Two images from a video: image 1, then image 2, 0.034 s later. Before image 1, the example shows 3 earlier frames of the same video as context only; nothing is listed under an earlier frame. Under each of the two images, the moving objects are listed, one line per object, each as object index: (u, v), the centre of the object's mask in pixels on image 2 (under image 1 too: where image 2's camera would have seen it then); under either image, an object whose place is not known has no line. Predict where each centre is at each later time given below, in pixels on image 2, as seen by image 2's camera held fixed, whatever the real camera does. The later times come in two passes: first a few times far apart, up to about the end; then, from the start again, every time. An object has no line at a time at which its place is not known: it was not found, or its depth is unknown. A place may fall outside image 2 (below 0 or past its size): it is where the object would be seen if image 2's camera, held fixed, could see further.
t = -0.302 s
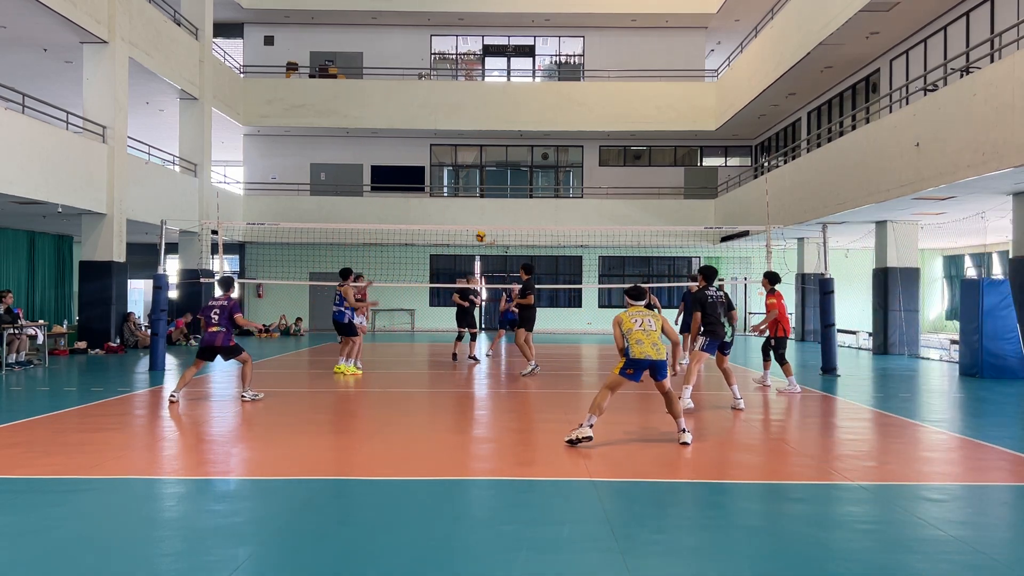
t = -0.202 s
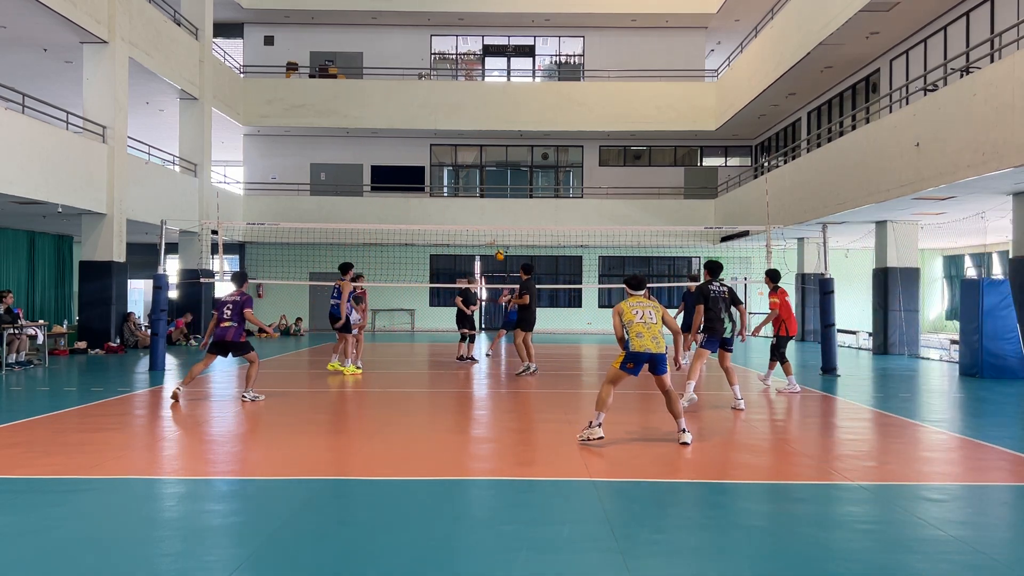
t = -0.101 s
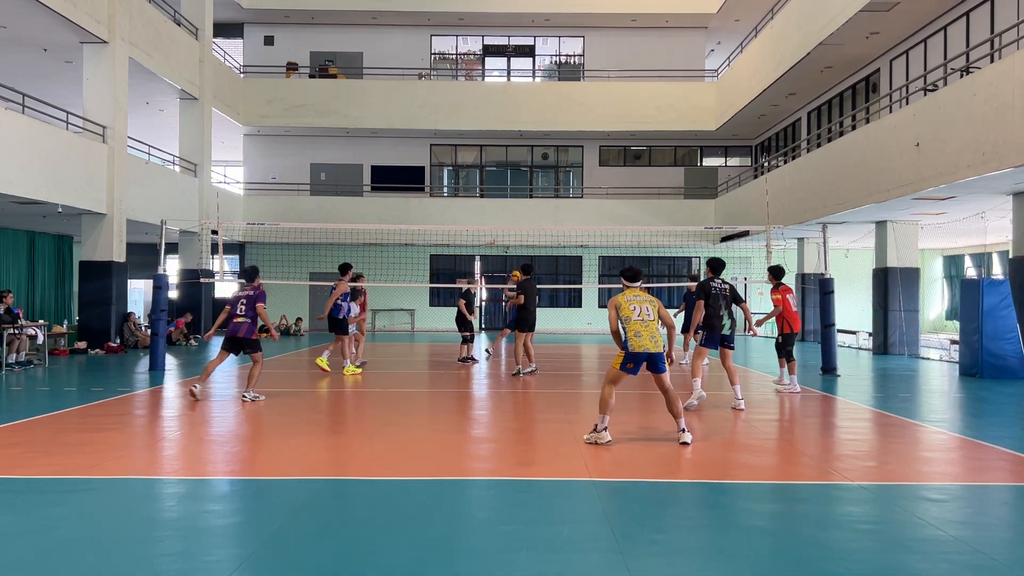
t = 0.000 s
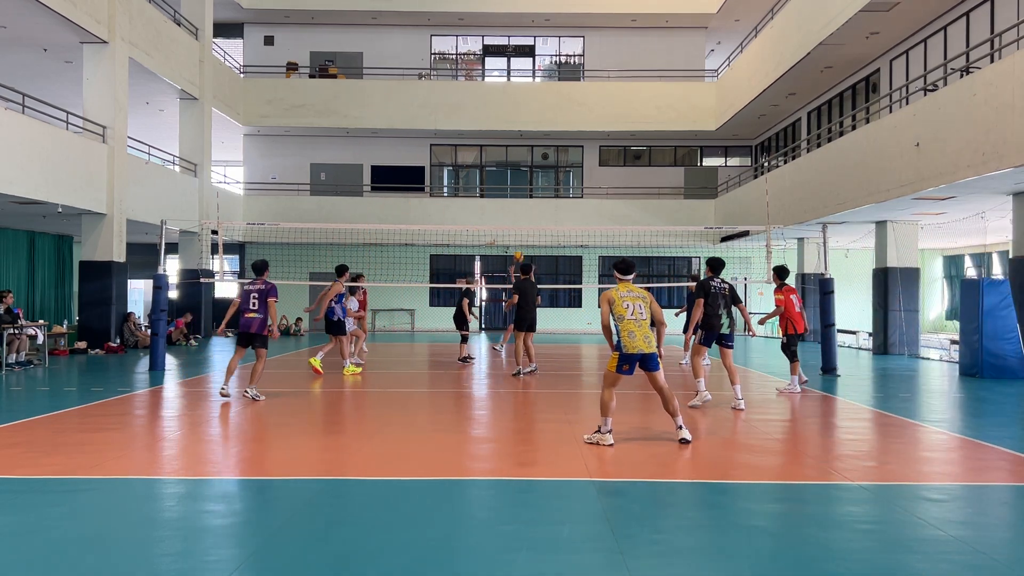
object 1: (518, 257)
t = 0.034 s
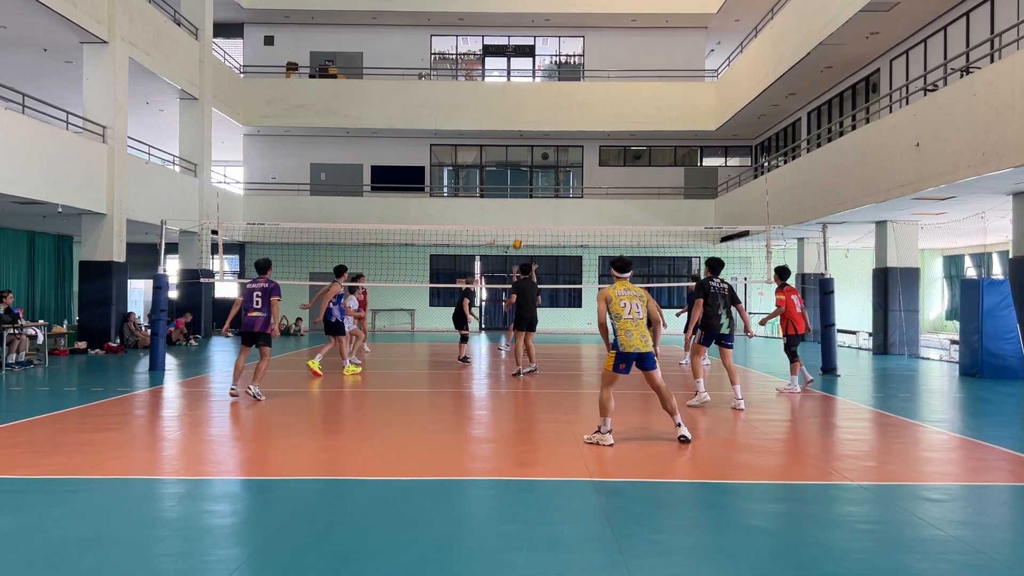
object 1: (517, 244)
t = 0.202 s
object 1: (515, 192)
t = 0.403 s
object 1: (512, 147)
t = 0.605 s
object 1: (508, 120)
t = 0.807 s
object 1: (505, 112)
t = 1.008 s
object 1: (501, 125)
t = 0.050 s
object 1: (517, 239)
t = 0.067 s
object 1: (516, 234)
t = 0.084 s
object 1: (517, 227)
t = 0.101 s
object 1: (516, 222)
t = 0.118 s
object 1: (516, 217)
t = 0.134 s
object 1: (516, 212)
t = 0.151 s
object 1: (515, 207)
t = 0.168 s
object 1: (515, 202)
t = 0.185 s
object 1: (515, 197)
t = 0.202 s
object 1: (515, 192)
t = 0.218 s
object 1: (515, 188)
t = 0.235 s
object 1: (515, 183)
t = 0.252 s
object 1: (514, 179)
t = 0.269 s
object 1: (514, 175)
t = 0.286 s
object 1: (513, 171)
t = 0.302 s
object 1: (513, 167)
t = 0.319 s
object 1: (513, 164)
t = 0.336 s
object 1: (513, 159)
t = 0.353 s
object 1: (512, 156)
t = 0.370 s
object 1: (512, 153)
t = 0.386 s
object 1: (512, 150)
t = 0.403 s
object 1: (512, 147)
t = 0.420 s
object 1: (512, 144)
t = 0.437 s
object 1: (511, 141)
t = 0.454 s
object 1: (511, 138)
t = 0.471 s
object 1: (511, 136)
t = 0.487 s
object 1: (511, 133)
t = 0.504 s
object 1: (510, 131)
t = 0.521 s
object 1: (510, 128)
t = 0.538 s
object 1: (509, 126)
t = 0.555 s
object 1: (509, 125)
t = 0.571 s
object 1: (509, 123)
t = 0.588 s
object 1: (509, 121)
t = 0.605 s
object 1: (508, 120)
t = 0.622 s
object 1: (508, 118)
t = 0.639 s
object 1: (508, 117)
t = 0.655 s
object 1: (508, 116)
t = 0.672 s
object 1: (507, 115)
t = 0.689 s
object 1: (507, 114)
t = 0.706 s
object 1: (507, 113)
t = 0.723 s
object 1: (506, 113)
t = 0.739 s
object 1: (506, 112)
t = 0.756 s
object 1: (506, 112)
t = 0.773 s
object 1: (506, 111)
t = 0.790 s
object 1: (505, 111)
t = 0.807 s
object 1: (505, 112)
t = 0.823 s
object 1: (505, 112)
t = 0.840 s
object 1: (505, 112)
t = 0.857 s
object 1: (504, 112)
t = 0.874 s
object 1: (504, 113)
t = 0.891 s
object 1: (504, 114)
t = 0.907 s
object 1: (503, 115)
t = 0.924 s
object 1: (503, 116)
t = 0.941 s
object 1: (503, 117)
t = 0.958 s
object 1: (502, 119)
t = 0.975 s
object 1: (502, 121)
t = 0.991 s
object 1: (501, 123)
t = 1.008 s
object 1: (501, 125)
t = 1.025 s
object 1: (500, 127)
